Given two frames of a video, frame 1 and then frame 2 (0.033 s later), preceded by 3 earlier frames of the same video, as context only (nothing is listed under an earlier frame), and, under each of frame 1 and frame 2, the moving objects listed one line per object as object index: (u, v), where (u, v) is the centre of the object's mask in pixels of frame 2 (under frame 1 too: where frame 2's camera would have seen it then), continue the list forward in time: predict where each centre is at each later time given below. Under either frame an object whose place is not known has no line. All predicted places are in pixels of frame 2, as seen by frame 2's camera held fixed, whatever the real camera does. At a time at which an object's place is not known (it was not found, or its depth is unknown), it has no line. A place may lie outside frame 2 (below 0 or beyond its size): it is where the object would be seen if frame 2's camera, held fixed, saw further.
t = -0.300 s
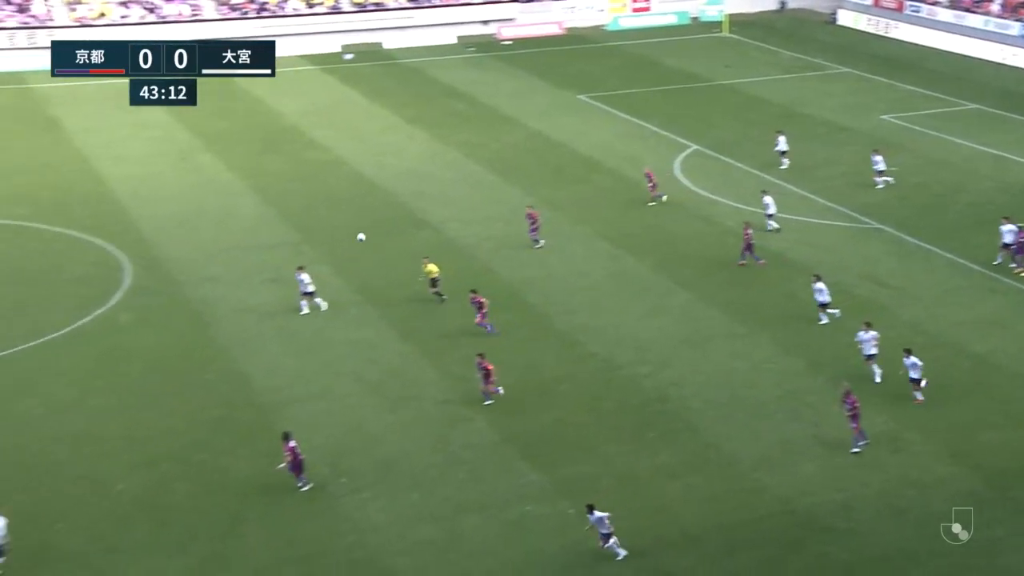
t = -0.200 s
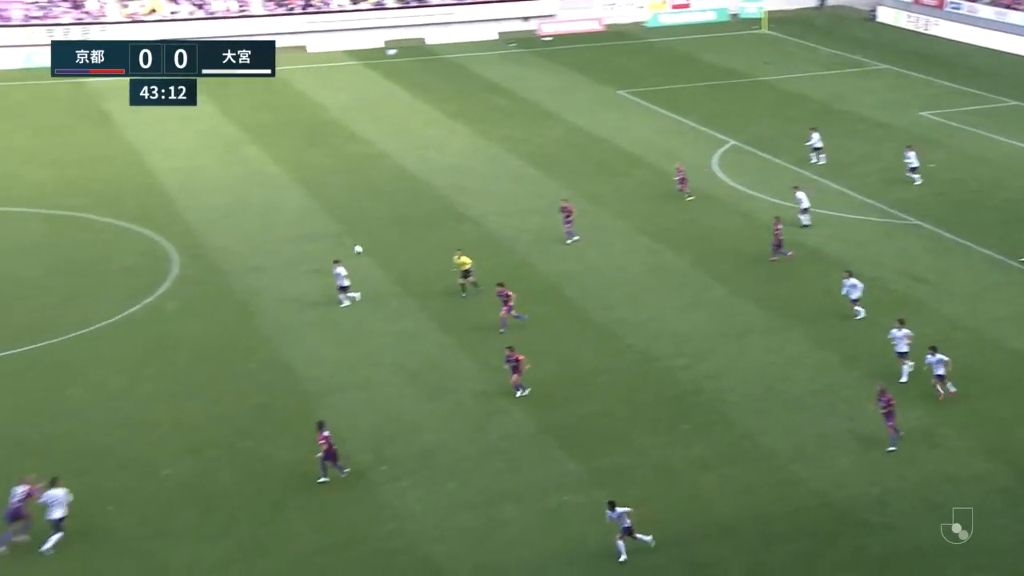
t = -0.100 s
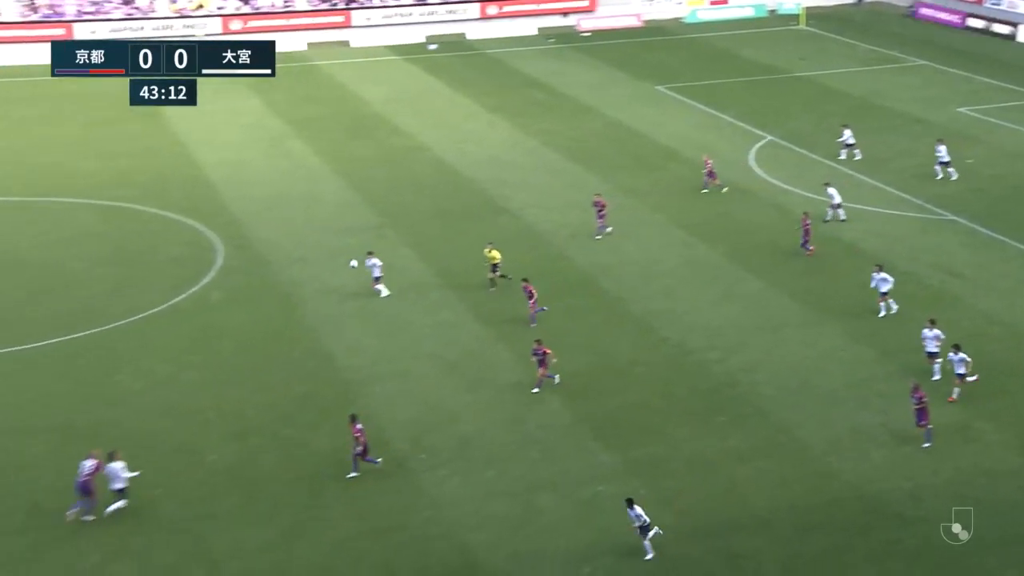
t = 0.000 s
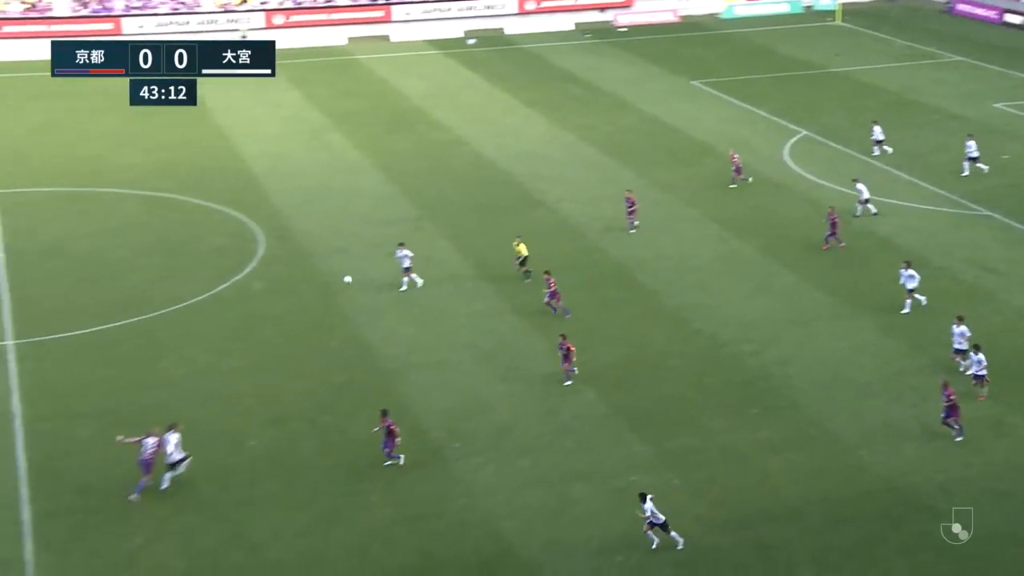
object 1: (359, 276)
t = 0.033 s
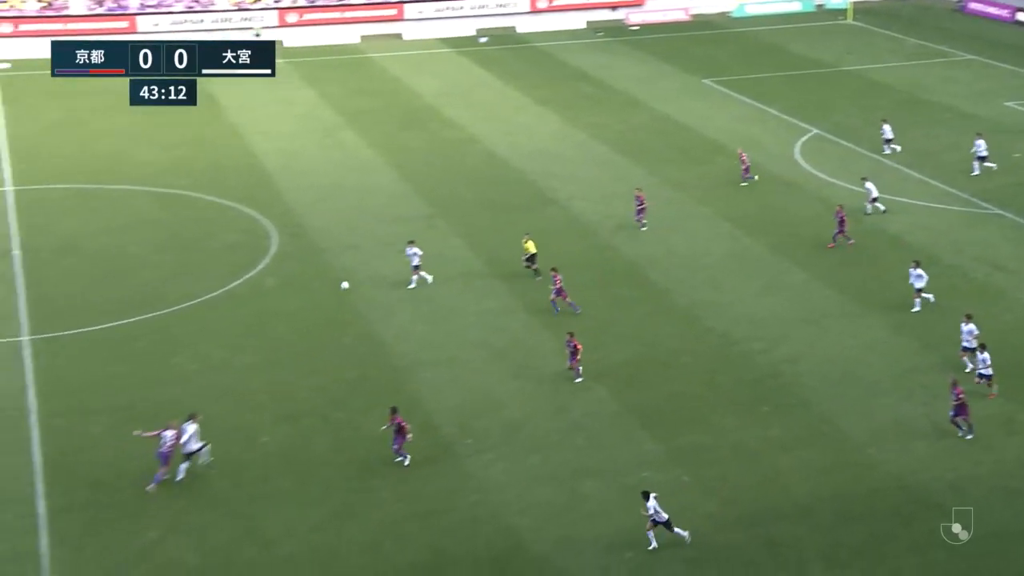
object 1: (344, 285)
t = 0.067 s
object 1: (330, 295)
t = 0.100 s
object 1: (315, 304)
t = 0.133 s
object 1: (300, 315)
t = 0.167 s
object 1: (285, 325)
